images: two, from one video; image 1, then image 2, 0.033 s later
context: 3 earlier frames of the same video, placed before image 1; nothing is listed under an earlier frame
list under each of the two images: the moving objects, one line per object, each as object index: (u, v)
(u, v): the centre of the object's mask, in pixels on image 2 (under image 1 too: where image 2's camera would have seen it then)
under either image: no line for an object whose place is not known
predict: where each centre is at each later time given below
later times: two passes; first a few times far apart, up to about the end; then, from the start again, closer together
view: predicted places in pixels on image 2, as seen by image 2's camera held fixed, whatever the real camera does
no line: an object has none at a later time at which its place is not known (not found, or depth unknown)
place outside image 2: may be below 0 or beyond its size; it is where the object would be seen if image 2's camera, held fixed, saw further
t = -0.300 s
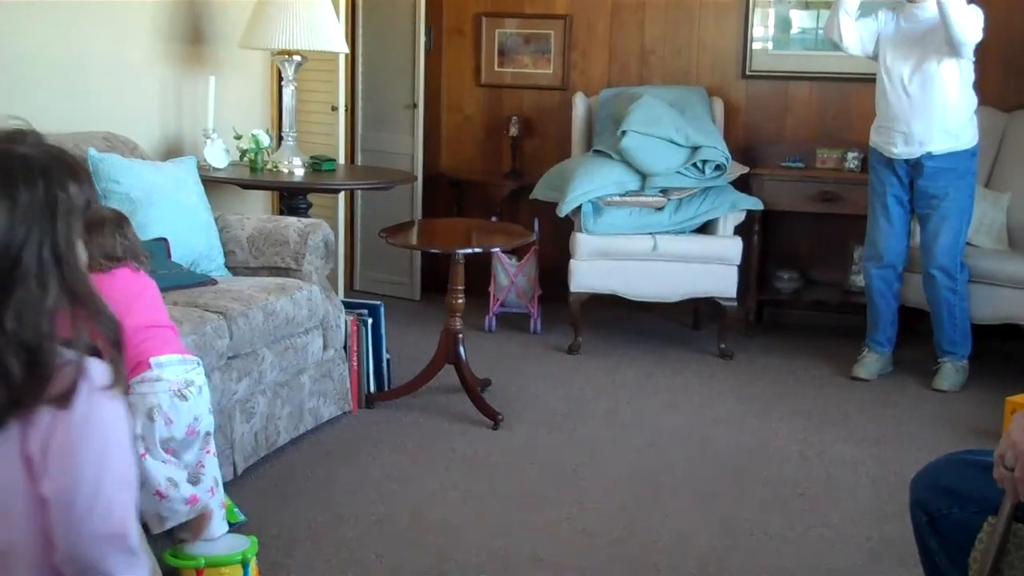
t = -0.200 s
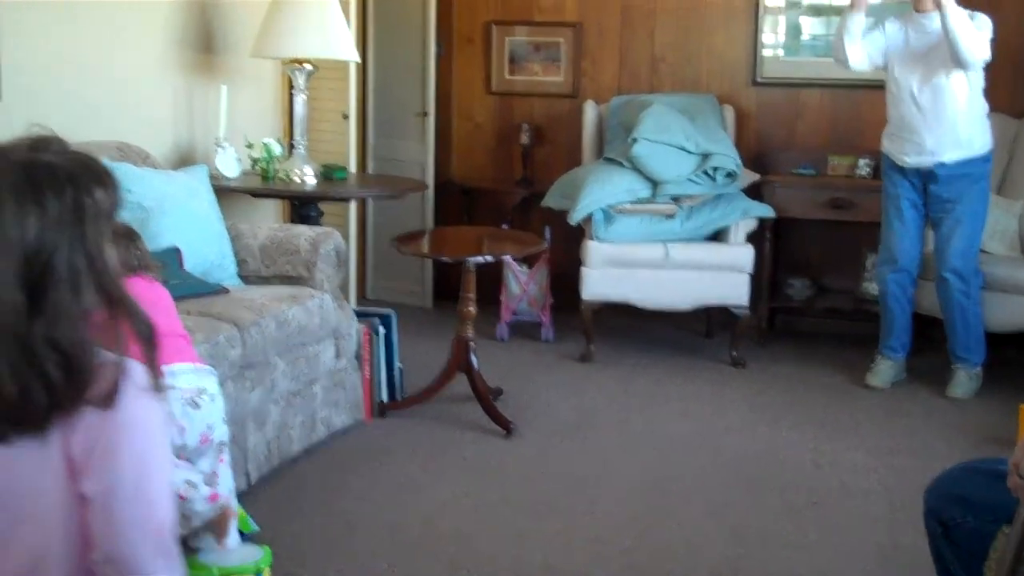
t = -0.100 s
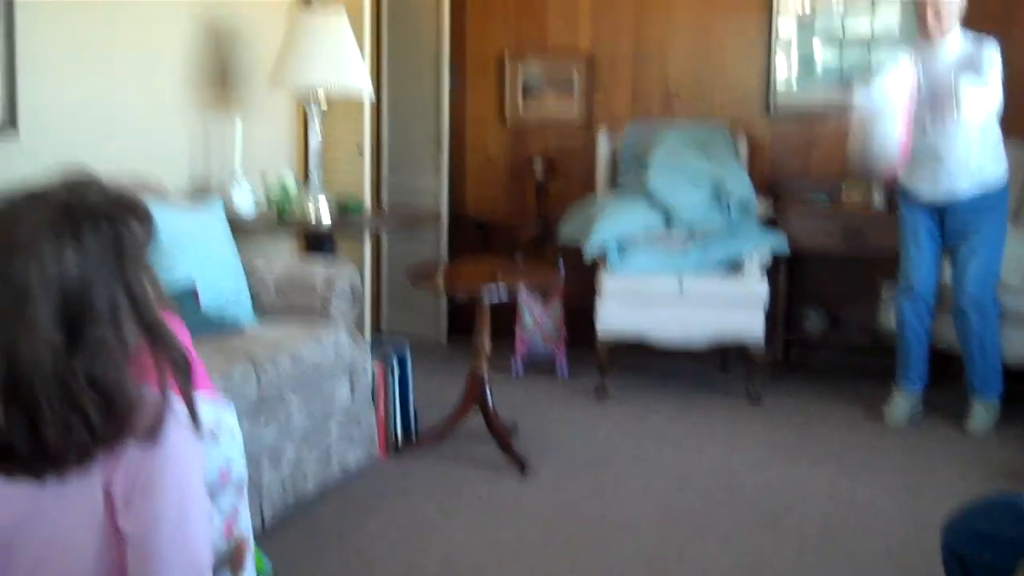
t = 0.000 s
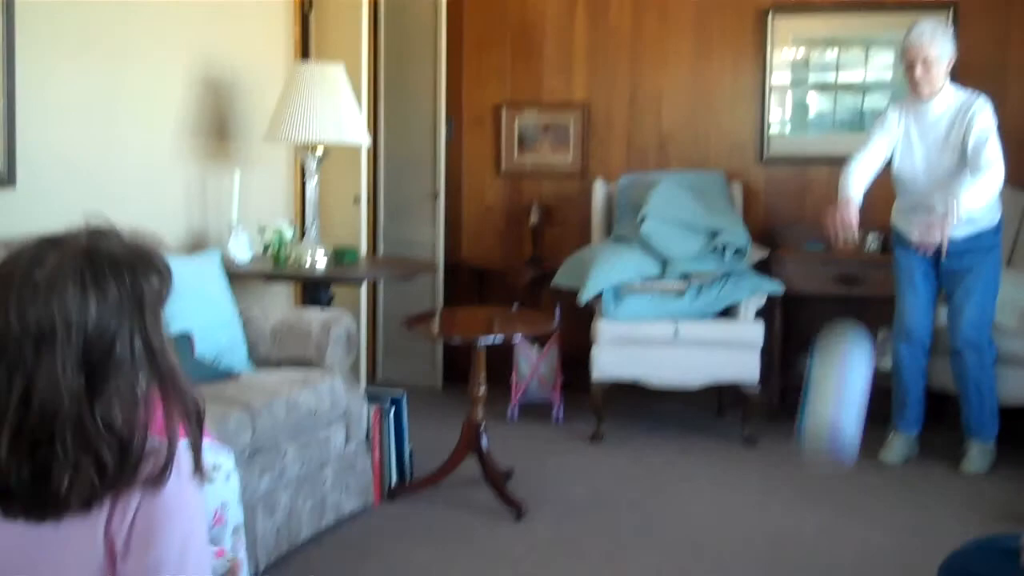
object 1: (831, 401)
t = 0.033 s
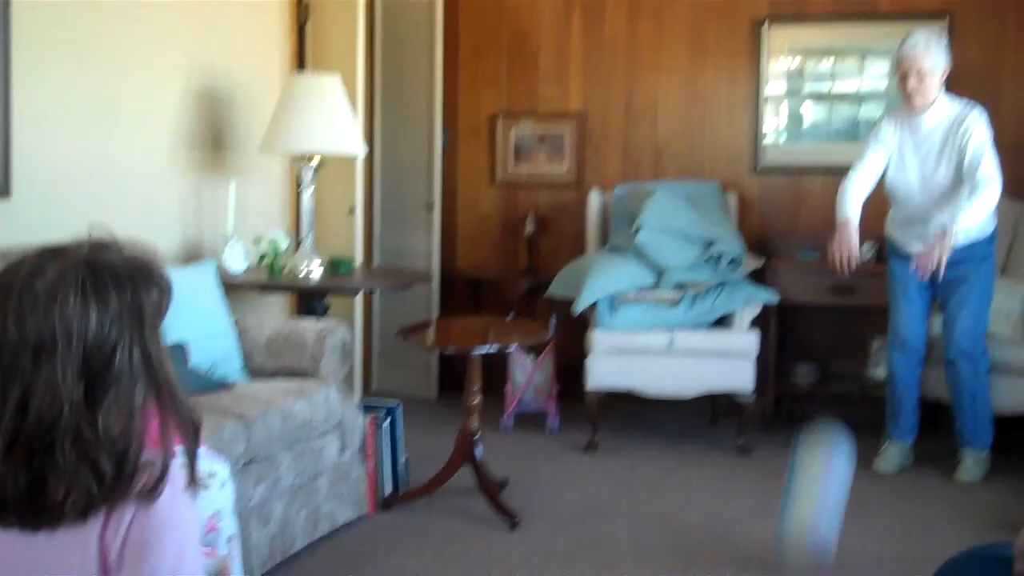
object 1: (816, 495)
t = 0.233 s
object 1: (796, 316)
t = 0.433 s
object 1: (786, 151)
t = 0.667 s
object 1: (770, 138)
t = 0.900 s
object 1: (748, 399)
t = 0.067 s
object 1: (805, 528)
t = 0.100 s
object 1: (802, 481)
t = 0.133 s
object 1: (800, 436)
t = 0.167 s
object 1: (798, 395)
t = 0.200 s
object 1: (796, 355)
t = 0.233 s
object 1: (796, 316)
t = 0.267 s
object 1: (794, 280)
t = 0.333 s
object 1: (790, 216)
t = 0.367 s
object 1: (789, 191)
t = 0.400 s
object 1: (788, 170)
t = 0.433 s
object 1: (786, 151)
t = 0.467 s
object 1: (783, 135)
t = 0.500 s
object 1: (781, 124)
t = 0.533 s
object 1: (779, 116)
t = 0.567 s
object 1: (777, 114)
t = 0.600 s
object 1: (775, 116)
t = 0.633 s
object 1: (773, 123)
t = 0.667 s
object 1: (770, 138)
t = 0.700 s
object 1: (767, 157)
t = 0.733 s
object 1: (765, 181)
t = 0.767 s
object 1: (763, 208)
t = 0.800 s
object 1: (759, 244)
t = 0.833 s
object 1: (757, 286)
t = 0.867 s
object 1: (756, 335)
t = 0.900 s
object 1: (748, 399)
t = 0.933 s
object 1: (742, 453)
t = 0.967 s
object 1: (737, 518)
